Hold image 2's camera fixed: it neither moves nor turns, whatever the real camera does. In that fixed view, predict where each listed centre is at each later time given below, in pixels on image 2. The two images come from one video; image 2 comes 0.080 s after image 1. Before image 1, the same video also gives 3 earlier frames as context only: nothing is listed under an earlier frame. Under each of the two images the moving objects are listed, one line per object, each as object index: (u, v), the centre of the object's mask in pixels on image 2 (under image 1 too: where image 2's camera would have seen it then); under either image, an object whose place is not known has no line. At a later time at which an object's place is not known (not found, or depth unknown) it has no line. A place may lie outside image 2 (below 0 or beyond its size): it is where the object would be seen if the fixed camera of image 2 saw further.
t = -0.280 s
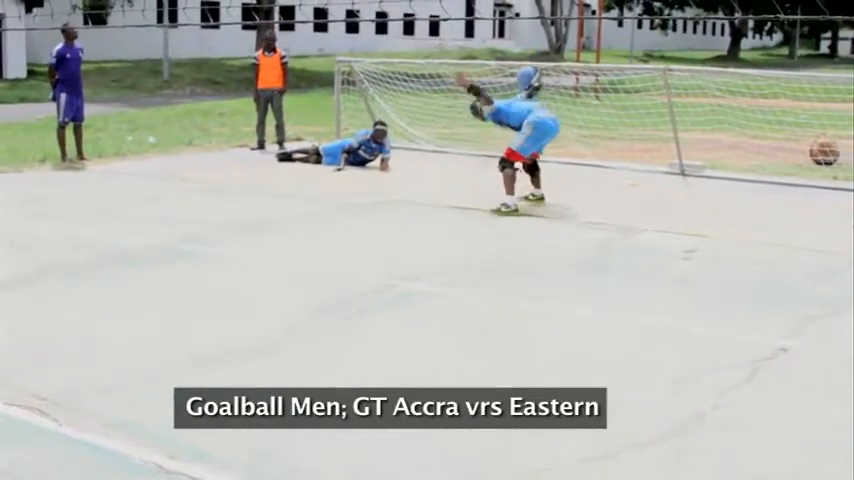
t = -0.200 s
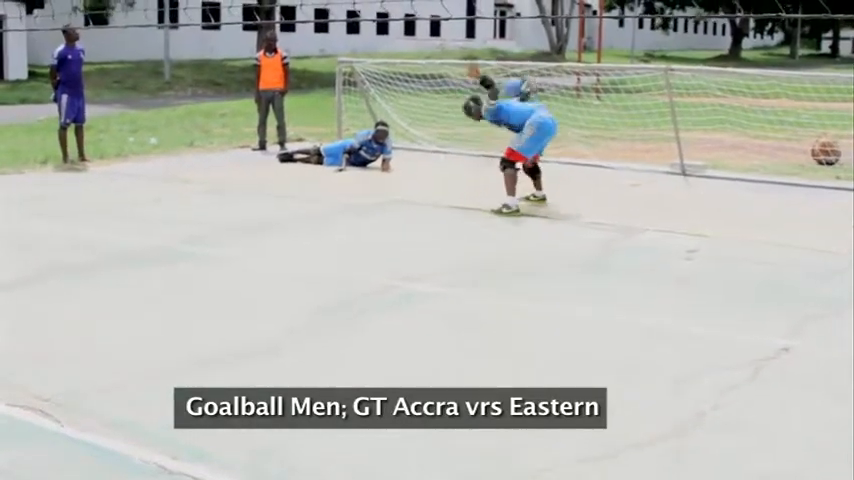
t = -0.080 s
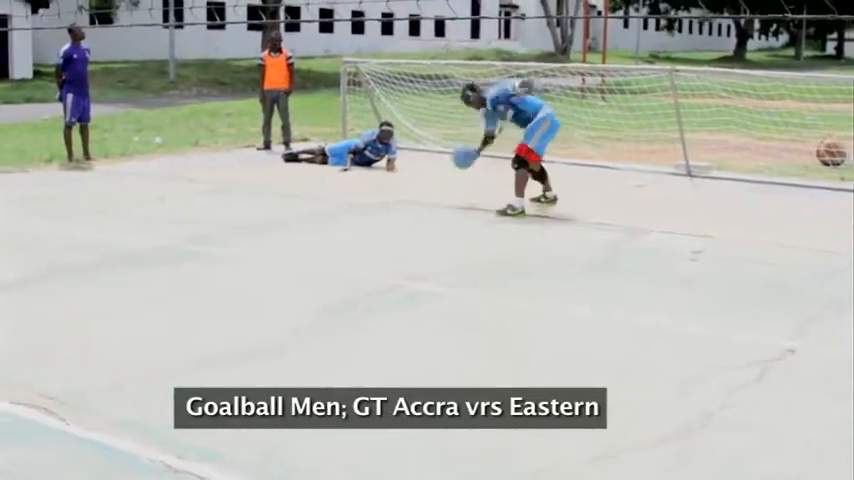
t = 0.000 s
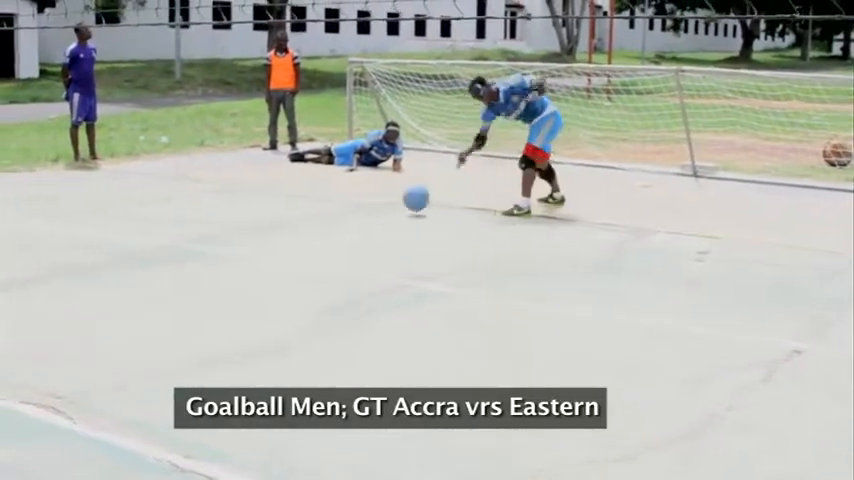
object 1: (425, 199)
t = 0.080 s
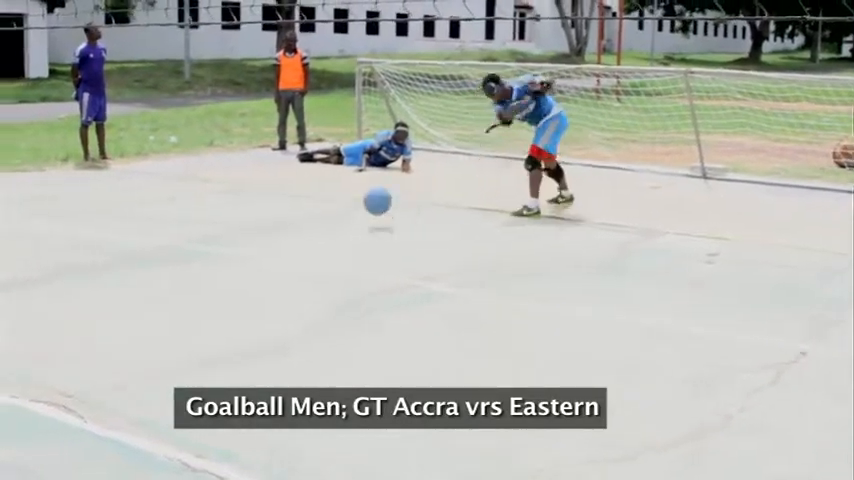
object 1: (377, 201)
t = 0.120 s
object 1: (354, 197)
